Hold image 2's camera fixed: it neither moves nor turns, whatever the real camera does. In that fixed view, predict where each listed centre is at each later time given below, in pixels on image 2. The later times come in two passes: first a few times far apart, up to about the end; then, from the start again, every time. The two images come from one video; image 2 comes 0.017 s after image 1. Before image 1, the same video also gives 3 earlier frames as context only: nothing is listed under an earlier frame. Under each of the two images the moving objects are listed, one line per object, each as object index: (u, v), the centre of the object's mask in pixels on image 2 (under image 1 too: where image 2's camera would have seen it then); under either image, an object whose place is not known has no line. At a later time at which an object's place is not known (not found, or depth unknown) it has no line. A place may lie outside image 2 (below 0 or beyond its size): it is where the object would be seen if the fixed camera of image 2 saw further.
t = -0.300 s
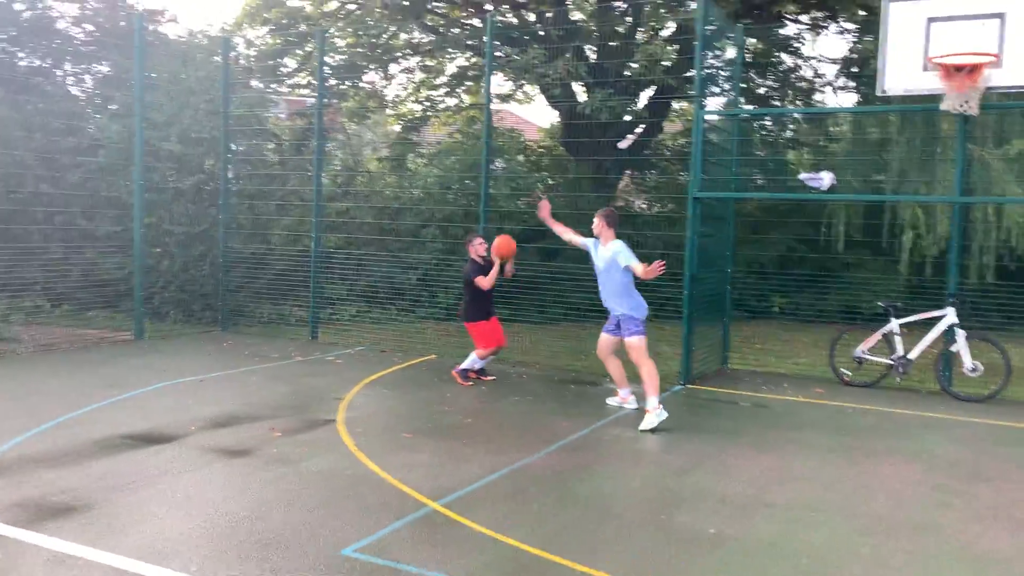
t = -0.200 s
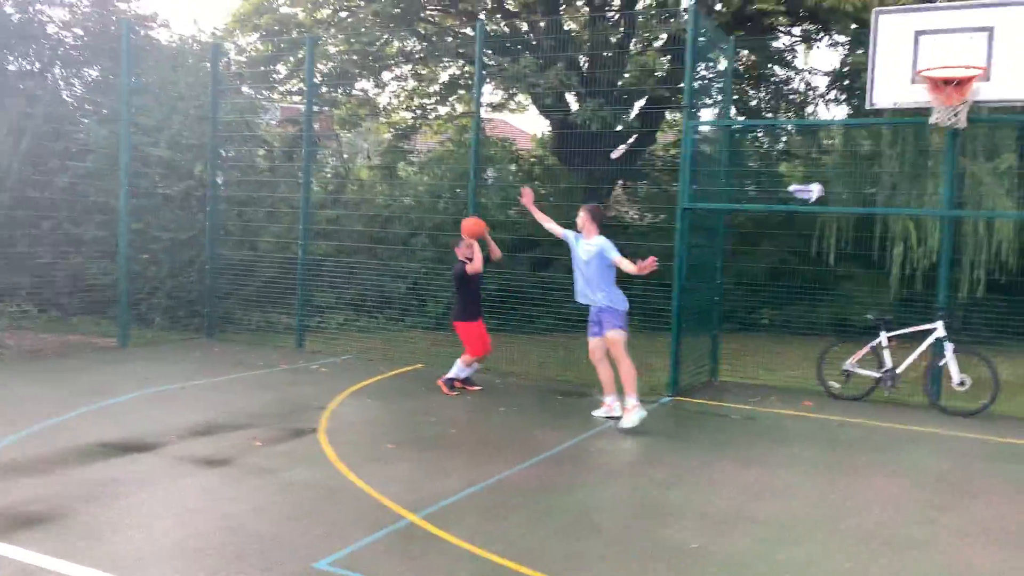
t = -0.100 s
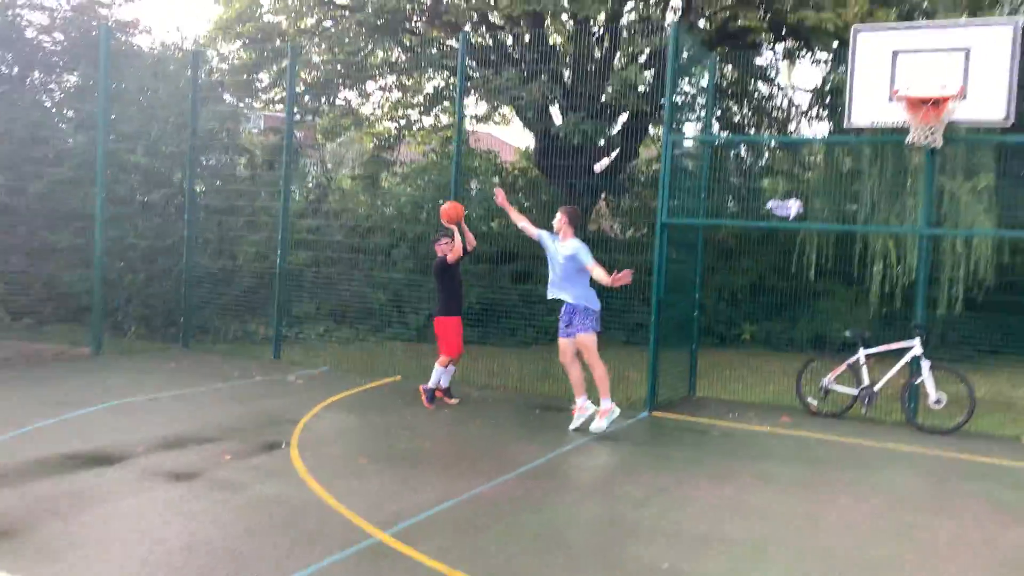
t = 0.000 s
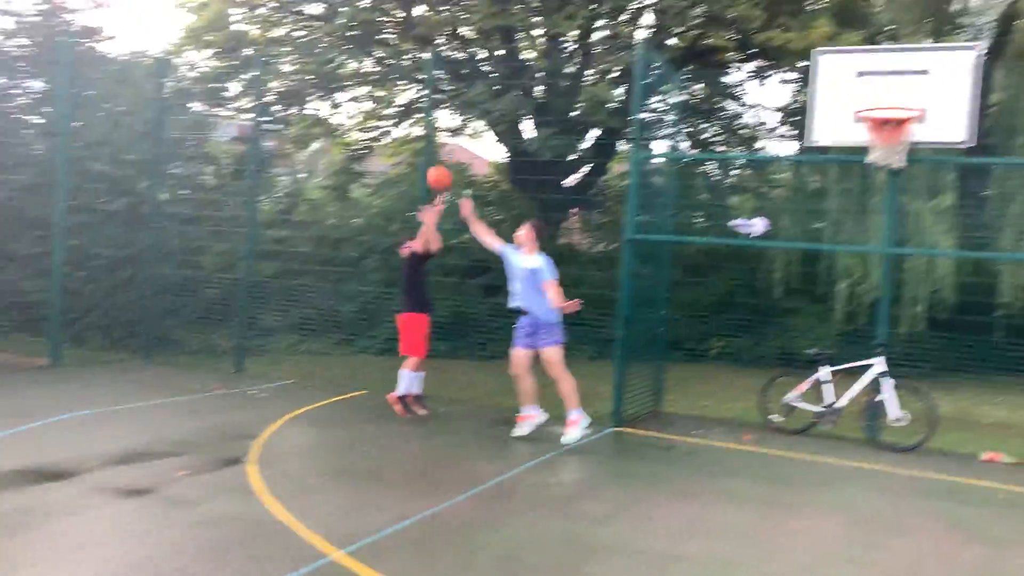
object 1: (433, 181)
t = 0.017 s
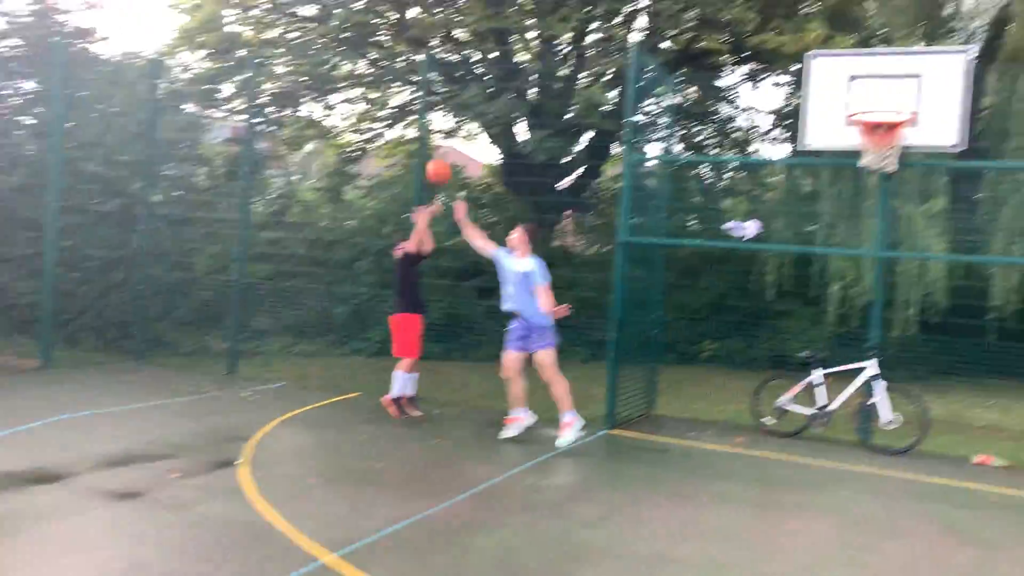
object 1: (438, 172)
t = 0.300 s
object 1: (533, 56)
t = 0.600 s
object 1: (644, 19)
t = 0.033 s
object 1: (444, 163)
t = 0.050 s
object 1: (449, 156)
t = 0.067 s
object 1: (455, 147)
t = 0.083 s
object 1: (460, 139)
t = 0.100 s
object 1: (466, 131)
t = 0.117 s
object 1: (472, 124)
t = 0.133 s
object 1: (477, 117)
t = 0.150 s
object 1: (482, 109)
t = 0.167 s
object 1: (488, 103)
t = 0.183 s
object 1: (493, 96)
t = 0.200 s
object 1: (499, 89)
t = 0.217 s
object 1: (504, 83)
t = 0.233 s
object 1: (510, 78)
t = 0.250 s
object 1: (516, 72)
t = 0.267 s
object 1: (522, 66)
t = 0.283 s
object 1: (527, 61)
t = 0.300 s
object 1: (533, 56)
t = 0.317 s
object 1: (539, 52)
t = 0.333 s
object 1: (545, 48)
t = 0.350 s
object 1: (552, 44)
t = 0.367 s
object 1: (557, 40)
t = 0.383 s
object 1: (563, 37)
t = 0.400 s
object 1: (569, 33)
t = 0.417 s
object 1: (575, 30)
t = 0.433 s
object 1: (581, 28)
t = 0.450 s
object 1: (587, 26)
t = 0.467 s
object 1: (594, 24)
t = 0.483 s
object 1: (600, 23)
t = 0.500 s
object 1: (606, 21)
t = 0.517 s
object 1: (612, 20)
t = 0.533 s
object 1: (619, 20)
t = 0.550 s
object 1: (625, 19)
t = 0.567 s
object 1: (632, 18)
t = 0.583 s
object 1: (638, 19)
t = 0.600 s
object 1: (644, 19)
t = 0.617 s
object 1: (650, 20)
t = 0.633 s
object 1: (656, 21)
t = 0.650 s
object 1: (663, 22)
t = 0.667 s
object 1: (670, 24)
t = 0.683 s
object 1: (676, 26)
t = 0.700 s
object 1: (682, 29)
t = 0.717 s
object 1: (688, 31)
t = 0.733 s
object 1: (693, 34)
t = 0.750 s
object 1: (700, 38)
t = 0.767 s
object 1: (707, 41)
